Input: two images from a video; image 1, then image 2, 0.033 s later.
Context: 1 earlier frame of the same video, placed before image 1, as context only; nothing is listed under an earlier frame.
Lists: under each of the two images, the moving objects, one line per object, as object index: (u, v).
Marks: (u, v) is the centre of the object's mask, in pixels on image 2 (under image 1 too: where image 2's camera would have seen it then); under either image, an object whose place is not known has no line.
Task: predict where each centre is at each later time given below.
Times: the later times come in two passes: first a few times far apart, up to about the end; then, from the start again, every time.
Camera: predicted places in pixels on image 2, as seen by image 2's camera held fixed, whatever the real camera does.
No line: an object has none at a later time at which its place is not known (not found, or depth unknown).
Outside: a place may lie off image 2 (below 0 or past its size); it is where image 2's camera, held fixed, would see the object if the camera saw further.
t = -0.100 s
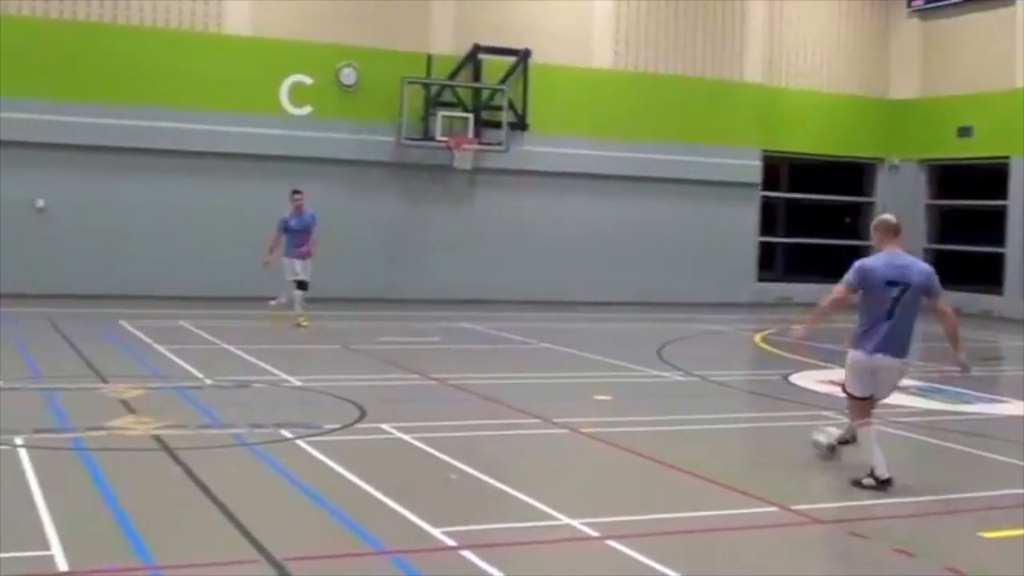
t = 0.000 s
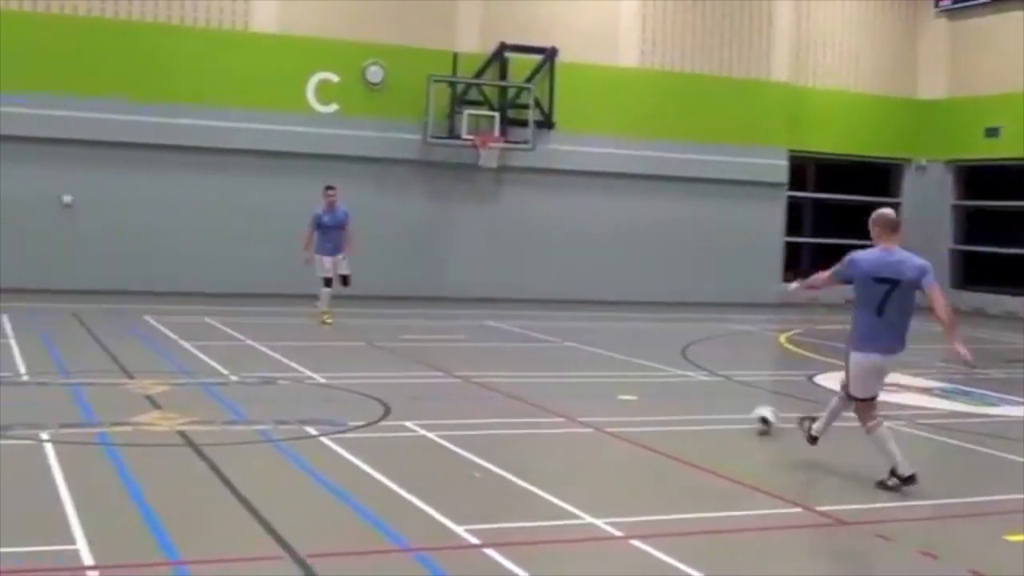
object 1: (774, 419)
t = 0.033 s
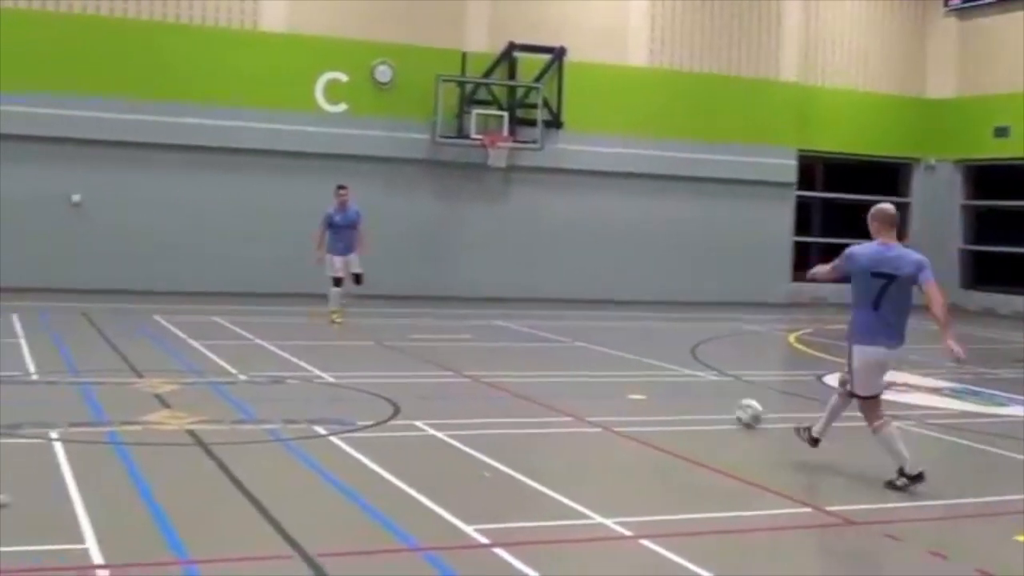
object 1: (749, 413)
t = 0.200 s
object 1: (645, 386)
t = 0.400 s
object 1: (557, 363)
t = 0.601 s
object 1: (495, 346)
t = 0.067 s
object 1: (724, 408)
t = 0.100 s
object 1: (702, 400)
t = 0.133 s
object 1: (682, 395)
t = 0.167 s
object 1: (663, 392)
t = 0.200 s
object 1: (645, 386)
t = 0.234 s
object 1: (628, 383)
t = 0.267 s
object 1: (612, 377)
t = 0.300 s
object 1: (597, 374)
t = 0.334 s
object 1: (583, 370)
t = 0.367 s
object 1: (569, 366)
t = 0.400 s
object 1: (557, 363)
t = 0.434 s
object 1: (546, 359)
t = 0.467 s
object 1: (534, 357)
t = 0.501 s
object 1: (523, 354)
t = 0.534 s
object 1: (514, 351)
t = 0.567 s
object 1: (504, 349)
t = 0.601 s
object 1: (495, 346)
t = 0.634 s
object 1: (486, 344)
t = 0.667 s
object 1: (477, 341)
